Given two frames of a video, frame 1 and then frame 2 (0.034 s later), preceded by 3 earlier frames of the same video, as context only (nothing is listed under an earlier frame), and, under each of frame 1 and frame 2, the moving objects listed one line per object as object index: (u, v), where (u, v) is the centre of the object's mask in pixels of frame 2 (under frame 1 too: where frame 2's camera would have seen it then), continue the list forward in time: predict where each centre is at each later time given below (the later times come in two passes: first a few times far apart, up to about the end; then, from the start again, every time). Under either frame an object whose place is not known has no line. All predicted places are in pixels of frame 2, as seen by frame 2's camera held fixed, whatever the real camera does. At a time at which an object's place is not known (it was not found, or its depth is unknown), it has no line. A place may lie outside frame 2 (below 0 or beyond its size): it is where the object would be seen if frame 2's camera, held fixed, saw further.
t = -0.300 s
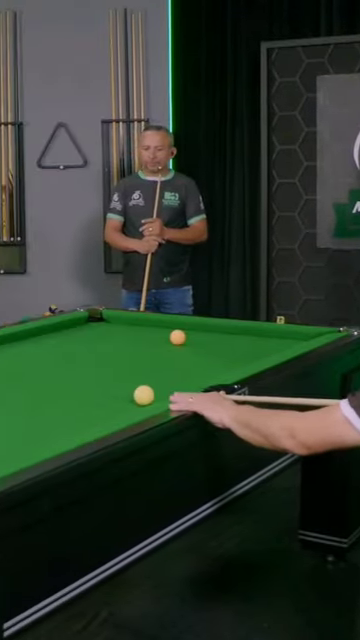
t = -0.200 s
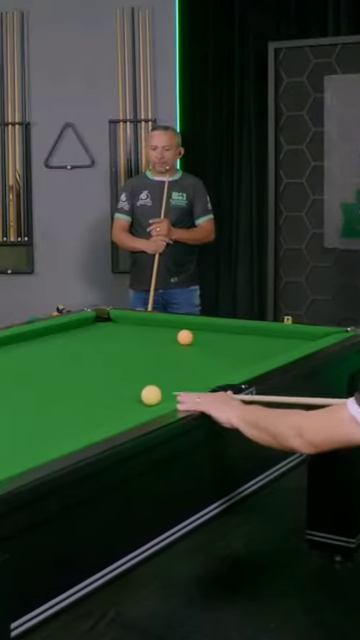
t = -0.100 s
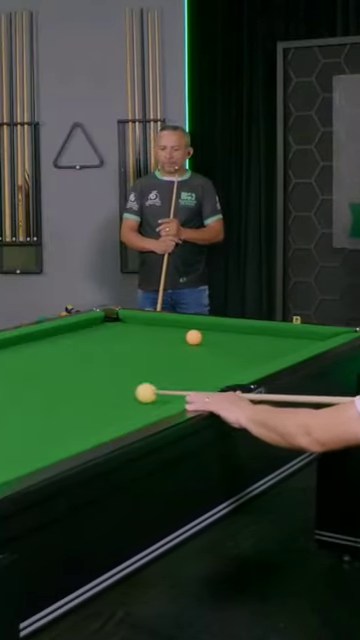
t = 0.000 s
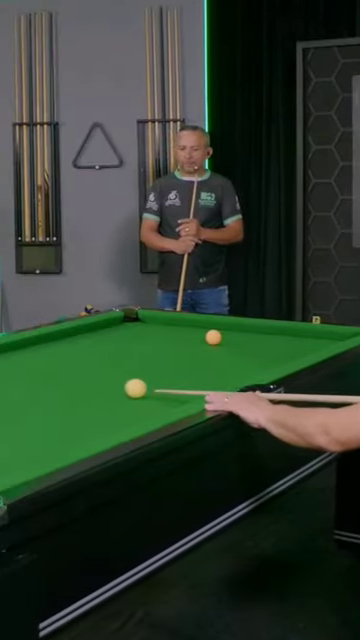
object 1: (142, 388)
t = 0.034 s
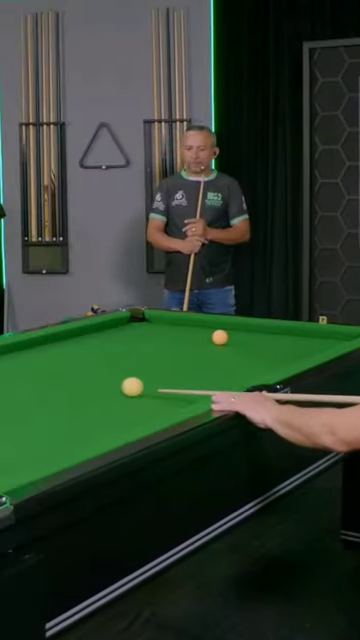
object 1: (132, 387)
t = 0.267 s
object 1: (67, 377)
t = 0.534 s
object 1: (4, 367)
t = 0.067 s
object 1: (122, 385)
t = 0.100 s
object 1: (113, 384)
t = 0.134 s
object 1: (103, 382)
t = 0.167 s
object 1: (94, 381)
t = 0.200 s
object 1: (85, 379)
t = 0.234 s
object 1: (76, 378)
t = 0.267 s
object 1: (67, 377)
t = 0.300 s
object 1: (59, 375)
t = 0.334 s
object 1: (51, 374)
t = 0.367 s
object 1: (43, 373)
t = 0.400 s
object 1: (35, 371)
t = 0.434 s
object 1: (26, 370)
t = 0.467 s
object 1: (19, 369)
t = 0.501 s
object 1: (11, 367)
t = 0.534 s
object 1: (4, 367)
